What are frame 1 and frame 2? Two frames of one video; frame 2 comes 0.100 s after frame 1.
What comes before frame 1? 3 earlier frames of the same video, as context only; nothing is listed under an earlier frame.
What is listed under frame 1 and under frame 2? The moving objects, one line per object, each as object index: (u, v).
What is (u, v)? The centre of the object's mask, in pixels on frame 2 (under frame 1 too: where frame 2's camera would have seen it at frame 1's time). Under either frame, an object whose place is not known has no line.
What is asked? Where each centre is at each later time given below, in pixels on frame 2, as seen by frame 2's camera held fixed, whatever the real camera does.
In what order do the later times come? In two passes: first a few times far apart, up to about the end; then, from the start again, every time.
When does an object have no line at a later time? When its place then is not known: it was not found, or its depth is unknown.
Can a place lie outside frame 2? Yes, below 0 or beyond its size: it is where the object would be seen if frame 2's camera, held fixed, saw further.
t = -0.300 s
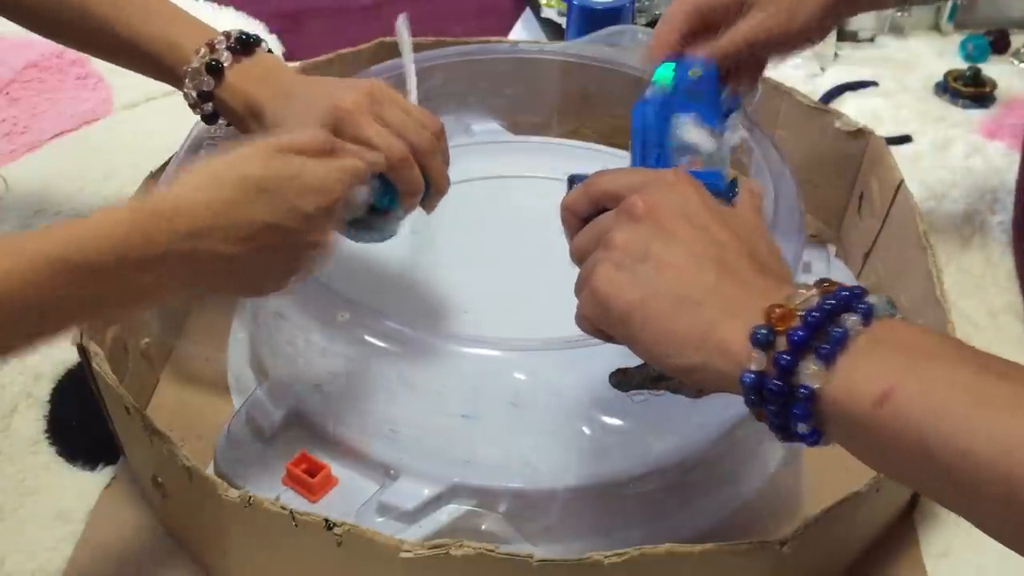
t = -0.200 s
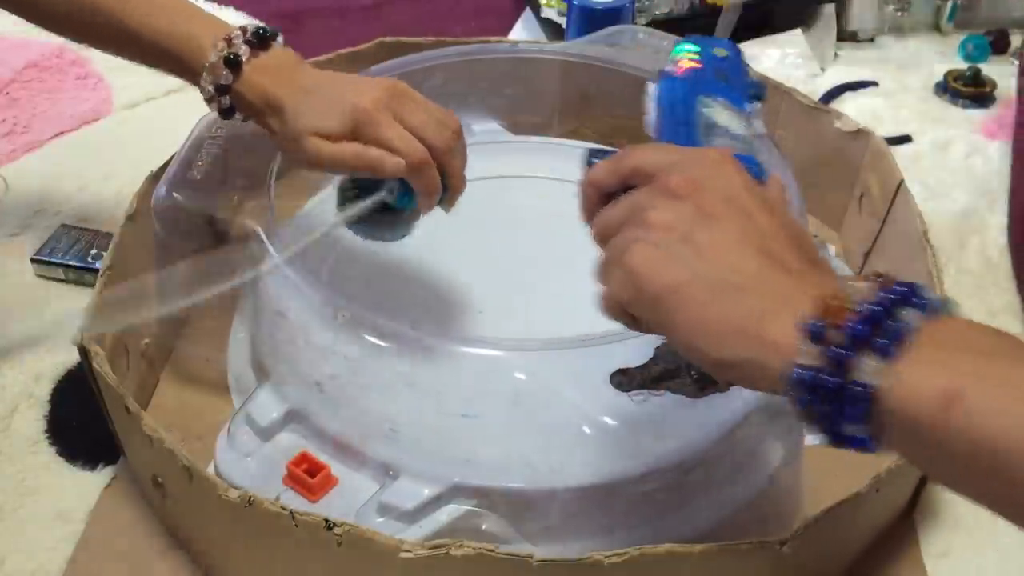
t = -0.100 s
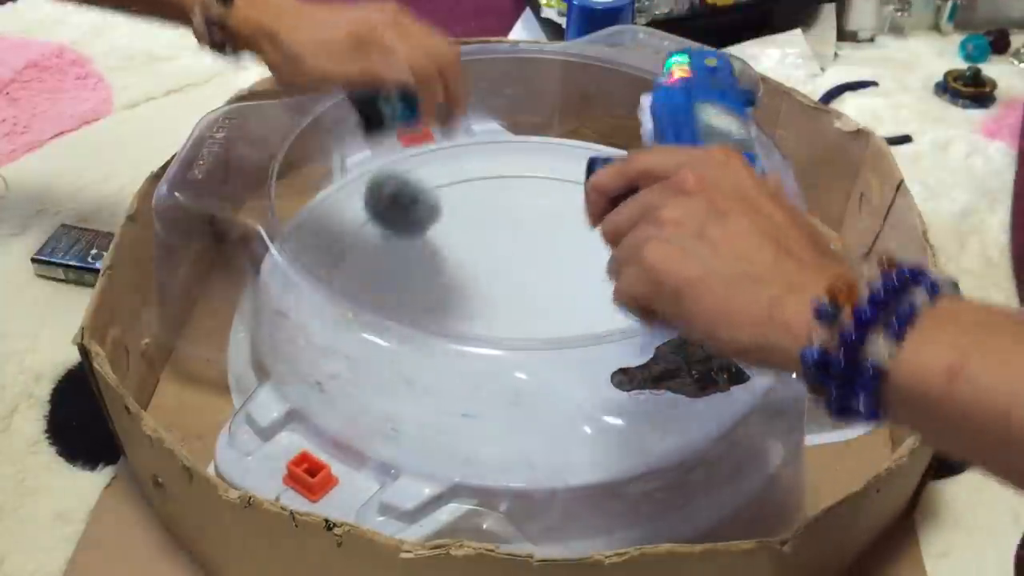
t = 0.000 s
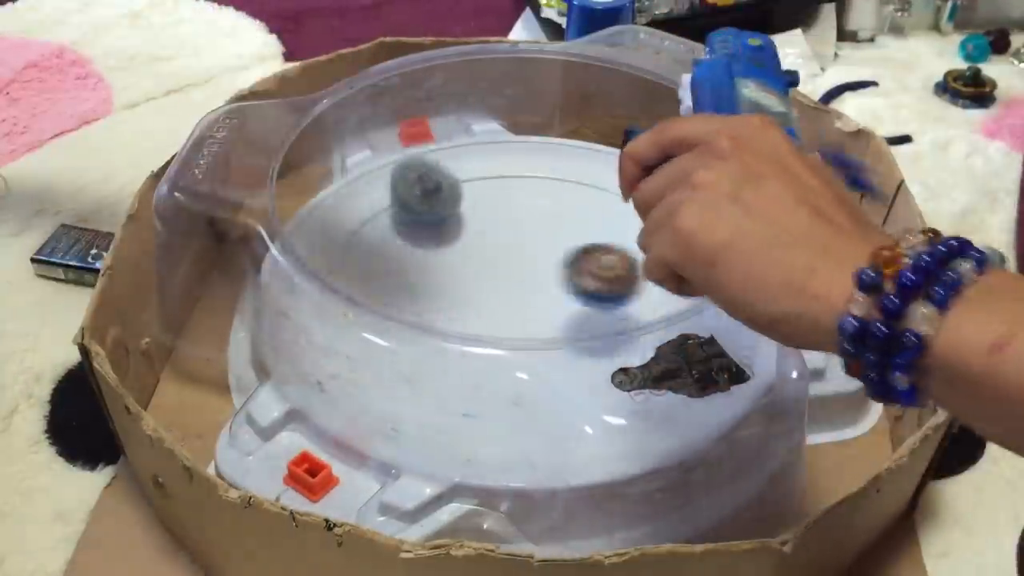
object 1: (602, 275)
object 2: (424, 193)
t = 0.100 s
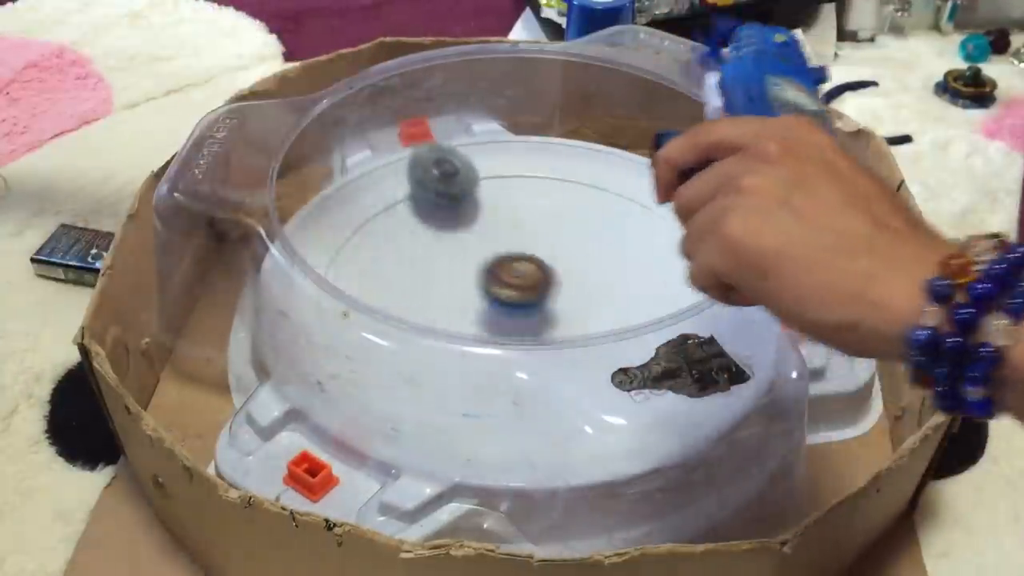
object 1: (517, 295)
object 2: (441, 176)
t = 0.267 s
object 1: (418, 274)
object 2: (461, 196)
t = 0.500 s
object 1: (454, 264)
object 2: (471, 170)
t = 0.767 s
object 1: (532, 279)
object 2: (501, 173)
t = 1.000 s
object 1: (557, 306)
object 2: (537, 169)
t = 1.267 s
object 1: (532, 336)
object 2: (609, 202)
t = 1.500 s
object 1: (504, 326)
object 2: (657, 203)
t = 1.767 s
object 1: (517, 301)
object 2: (664, 262)
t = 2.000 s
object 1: (547, 300)
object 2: (685, 283)
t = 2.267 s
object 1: (532, 307)
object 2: (644, 307)
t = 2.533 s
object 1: (478, 285)
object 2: (644, 317)
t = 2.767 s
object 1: (534, 262)
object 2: (541, 354)
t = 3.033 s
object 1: (570, 304)
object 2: (582, 387)
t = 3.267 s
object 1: (487, 282)
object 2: (595, 351)
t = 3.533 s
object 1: (507, 257)
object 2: (469, 347)
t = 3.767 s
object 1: (530, 274)
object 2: (490, 380)
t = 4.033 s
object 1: (507, 235)
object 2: (525, 367)
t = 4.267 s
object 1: (539, 245)
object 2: (539, 327)
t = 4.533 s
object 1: (538, 282)
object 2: (453, 337)
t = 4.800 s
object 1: (493, 283)
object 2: (513, 347)
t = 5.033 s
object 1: (458, 255)
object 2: (578, 312)
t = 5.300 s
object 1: (420, 195)
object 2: (694, 279)
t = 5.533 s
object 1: (506, 247)
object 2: (594, 278)
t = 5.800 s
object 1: (505, 285)
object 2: (615, 356)
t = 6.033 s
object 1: (495, 301)
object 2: (642, 330)
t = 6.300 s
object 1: (448, 300)
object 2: (535, 320)
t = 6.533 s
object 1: (462, 299)
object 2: (511, 354)
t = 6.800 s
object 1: (443, 247)
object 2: (608, 354)
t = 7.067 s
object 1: (526, 256)
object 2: (604, 283)
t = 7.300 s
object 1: (479, 263)
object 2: (582, 300)
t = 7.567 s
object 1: (495, 275)
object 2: (591, 309)
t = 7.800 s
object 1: (500, 275)
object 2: (542, 320)
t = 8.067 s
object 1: (505, 286)
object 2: (551, 320)
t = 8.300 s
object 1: (472, 244)
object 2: (615, 347)
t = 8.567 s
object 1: (497, 257)
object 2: (584, 306)
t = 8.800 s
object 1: (490, 252)
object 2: (516, 326)
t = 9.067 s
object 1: (509, 268)
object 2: (552, 355)
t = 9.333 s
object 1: (501, 263)
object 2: (536, 334)
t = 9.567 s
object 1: (509, 276)
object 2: (547, 316)
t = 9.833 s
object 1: (477, 230)
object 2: (627, 340)
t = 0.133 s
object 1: (489, 294)
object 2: (447, 176)
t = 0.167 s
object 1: (467, 287)
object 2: (451, 184)
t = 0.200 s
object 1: (446, 284)
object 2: (455, 184)
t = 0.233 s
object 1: (430, 278)
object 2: (457, 193)
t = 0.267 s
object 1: (418, 274)
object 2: (461, 196)
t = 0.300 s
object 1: (412, 271)
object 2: (462, 196)
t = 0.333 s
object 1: (411, 269)
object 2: (463, 196)
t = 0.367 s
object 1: (415, 267)
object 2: (463, 195)
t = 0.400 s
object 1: (422, 266)
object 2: (464, 192)
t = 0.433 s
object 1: (431, 265)
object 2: (469, 185)
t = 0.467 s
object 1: (442, 264)
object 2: (470, 178)
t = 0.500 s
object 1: (454, 264)
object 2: (471, 170)
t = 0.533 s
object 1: (465, 264)
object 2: (471, 164)
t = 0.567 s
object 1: (476, 264)
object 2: (472, 172)
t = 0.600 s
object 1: (487, 265)
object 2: (473, 177)
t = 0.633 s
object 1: (497, 267)
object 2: (475, 181)
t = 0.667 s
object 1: (507, 269)
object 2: (480, 182)
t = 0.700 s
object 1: (516, 272)
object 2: (487, 179)
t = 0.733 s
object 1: (524, 275)
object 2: (494, 176)
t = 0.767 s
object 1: (532, 279)
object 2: (501, 173)
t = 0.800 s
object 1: (539, 283)
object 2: (507, 169)
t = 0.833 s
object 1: (544, 288)
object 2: (511, 167)
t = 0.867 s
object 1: (549, 293)
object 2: (516, 164)
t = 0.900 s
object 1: (553, 297)
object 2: (521, 164)
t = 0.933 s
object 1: (555, 300)
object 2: (527, 165)
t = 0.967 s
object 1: (557, 303)
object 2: (531, 167)
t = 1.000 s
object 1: (557, 306)
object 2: (537, 169)
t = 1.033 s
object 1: (556, 308)
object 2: (542, 173)
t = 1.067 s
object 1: (554, 322)
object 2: (550, 177)
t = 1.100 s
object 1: (552, 325)
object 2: (558, 181)
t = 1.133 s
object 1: (549, 329)
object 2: (566, 187)
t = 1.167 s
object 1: (545, 332)
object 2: (577, 191)
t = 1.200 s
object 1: (540, 334)
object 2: (587, 195)
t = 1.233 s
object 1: (536, 335)
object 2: (599, 199)
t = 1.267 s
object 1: (532, 336)
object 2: (609, 202)
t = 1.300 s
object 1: (526, 337)
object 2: (620, 202)
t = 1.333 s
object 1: (521, 336)
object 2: (631, 204)
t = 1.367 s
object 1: (517, 335)
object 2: (640, 202)
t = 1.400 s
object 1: (513, 334)
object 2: (648, 203)
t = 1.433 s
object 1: (509, 331)
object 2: (653, 202)
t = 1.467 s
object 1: (507, 329)
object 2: (655, 202)
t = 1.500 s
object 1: (504, 326)
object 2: (657, 203)
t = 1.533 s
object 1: (503, 323)
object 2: (658, 207)
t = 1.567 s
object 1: (503, 320)
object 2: (655, 210)
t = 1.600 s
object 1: (503, 316)
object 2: (653, 217)
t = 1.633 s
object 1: (505, 312)
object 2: (653, 225)
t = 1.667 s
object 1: (507, 310)
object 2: (654, 235)
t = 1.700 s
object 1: (510, 304)
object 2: (657, 244)
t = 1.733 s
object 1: (512, 306)
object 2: (660, 253)
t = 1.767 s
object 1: (517, 301)
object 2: (664, 262)
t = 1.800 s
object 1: (521, 303)
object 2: (667, 270)
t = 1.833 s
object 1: (525, 302)
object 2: (671, 276)
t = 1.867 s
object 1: (530, 299)
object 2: (674, 279)
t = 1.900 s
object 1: (535, 299)
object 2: (677, 283)
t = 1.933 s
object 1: (539, 299)
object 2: (680, 285)
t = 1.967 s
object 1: (543, 299)
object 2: (683, 283)
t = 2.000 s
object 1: (547, 300)
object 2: (685, 283)
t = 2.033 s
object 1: (550, 301)
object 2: (685, 284)
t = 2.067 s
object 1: (553, 302)
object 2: (682, 286)
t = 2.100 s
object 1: (555, 303)
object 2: (678, 285)
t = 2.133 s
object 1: (556, 304)
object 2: (671, 288)
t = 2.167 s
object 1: (556, 305)
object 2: (660, 293)
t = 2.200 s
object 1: (555, 306)
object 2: (647, 297)
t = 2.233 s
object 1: (550, 306)
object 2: (638, 304)
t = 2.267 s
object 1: (532, 307)
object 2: (644, 307)
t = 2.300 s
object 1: (516, 308)
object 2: (652, 314)
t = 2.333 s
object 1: (502, 306)
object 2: (658, 314)
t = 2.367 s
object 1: (492, 304)
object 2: (661, 314)
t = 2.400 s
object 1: (485, 301)
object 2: (663, 314)
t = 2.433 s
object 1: (480, 298)
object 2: (662, 314)
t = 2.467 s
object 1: (477, 295)
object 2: (659, 314)
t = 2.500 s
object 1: (476, 290)
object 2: (653, 315)
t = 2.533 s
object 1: (478, 285)
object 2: (644, 317)
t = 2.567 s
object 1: (482, 279)
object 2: (633, 313)
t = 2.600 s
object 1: (487, 274)
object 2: (621, 324)
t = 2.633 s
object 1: (494, 270)
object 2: (604, 319)
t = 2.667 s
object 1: (503, 266)
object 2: (587, 322)
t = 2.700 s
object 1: (513, 263)
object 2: (571, 325)
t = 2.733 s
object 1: (523, 262)
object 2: (555, 330)
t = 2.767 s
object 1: (534, 262)
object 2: (541, 354)
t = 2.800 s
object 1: (545, 264)
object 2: (530, 366)
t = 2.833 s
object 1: (554, 268)
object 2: (524, 379)
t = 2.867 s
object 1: (562, 273)
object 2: (525, 388)
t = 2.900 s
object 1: (569, 279)
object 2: (533, 395)
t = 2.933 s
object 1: (573, 286)
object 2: (544, 388)
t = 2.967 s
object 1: (575, 293)
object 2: (560, 397)
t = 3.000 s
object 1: (573, 298)
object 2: (574, 395)
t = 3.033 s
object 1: (570, 304)
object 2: (582, 387)
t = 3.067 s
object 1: (563, 308)
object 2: (590, 376)
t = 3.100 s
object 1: (554, 310)
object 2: (590, 368)
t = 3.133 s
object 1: (538, 305)
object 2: (594, 361)
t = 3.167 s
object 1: (521, 301)
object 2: (598, 360)
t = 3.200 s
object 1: (506, 295)
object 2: (600, 356)
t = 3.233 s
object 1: (495, 288)
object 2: (599, 357)
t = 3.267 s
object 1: (487, 282)
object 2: (595, 351)
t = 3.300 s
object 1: (483, 277)
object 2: (585, 347)
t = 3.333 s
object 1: (482, 273)
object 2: (572, 344)
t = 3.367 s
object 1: (483, 269)
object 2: (556, 342)
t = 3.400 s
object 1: (486, 265)
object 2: (538, 331)
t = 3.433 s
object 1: (491, 261)
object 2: (524, 329)
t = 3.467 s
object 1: (496, 259)
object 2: (504, 342)
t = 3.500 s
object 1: (501, 258)
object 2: (484, 344)
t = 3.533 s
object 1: (507, 257)
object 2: (469, 347)
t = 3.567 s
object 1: (513, 257)
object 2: (456, 354)
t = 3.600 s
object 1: (518, 259)
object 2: (450, 361)
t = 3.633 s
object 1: (523, 261)
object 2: (449, 368)
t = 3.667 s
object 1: (527, 264)
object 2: (453, 378)
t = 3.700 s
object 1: (529, 267)
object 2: (463, 382)
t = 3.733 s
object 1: (530, 271)
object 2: (476, 382)
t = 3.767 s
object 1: (530, 274)
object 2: (490, 380)
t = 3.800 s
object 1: (529, 278)
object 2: (503, 372)
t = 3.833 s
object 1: (527, 280)
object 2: (511, 363)
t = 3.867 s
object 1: (524, 279)
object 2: (515, 351)
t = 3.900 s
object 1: (520, 277)
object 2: (515, 339)
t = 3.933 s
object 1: (516, 269)
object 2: (512, 347)
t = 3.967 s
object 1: (511, 256)
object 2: (512, 356)
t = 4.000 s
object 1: (508, 244)
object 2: (517, 363)
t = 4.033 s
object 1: (507, 235)
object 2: (525, 367)
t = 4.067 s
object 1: (507, 229)
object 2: (534, 369)
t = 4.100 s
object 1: (510, 226)
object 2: (543, 367)
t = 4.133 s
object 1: (514, 226)
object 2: (549, 361)
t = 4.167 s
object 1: (520, 229)
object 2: (552, 355)
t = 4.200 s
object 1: (526, 233)
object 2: (552, 344)
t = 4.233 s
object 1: (533, 239)
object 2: (548, 335)
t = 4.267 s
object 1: (539, 245)
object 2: (539, 327)
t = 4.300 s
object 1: (545, 249)
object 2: (530, 318)
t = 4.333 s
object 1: (550, 255)
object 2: (518, 313)
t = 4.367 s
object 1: (551, 260)
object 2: (506, 311)
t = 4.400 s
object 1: (550, 264)
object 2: (491, 314)
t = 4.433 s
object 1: (548, 270)
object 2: (477, 317)
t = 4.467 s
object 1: (546, 274)
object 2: (467, 318)
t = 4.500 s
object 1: (543, 278)
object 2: (457, 331)
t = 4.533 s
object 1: (538, 282)
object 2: (453, 337)
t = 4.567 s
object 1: (534, 285)
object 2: (448, 334)
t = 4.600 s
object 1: (528, 288)
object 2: (454, 349)
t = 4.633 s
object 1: (523, 290)
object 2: (459, 353)
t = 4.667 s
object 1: (518, 291)
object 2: (467, 354)
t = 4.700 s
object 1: (513, 290)
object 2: (480, 355)
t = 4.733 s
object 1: (507, 289)
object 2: (492, 354)
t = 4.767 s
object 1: (501, 296)
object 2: (502, 349)
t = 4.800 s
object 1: (493, 283)
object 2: (513, 347)
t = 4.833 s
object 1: (486, 281)
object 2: (525, 348)
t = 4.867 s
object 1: (482, 278)
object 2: (537, 345)
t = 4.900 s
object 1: (480, 275)
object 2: (546, 337)
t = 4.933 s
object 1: (480, 274)
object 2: (549, 318)
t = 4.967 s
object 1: (480, 273)
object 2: (548, 313)
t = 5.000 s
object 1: (482, 272)
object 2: (547, 306)
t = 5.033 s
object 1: (458, 255)
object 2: (578, 312)
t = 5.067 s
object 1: (436, 237)
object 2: (605, 324)
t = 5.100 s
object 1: (419, 223)
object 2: (625, 325)
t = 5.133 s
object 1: (406, 211)
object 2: (643, 322)
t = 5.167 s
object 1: (400, 202)
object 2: (665, 315)
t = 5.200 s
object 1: (399, 197)
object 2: (691, 308)
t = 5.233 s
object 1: (403, 194)
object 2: (710, 302)
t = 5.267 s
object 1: (410, 193)
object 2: (709, 292)
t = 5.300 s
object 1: (420, 195)
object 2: (694, 279)
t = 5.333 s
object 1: (431, 198)
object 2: (681, 270)
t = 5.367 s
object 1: (445, 204)
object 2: (670, 265)
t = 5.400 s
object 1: (458, 211)
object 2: (658, 262)
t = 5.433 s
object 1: (471, 218)
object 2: (646, 261)
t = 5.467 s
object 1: (484, 227)
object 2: (630, 264)
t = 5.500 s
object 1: (496, 236)
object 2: (614, 269)
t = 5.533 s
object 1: (506, 247)
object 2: (594, 278)
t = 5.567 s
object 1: (513, 256)
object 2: (577, 289)
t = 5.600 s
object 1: (512, 260)
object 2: (570, 303)
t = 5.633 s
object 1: (510, 266)
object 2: (569, 312)
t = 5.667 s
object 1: (509, 272)
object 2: (572, 318)
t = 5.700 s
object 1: (508, 276)
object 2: (581, 349)
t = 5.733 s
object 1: (507, 279)
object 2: (590, 357)
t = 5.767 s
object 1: (506, 283)
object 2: (603, 361)
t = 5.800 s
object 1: (505, 285)
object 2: (615, 356)
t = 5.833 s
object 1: (505, 287)
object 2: (629, 353)
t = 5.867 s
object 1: (503, 289)
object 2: (639, 350)
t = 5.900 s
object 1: (502, 291)
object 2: (649, 344)
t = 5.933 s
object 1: (500, 294)
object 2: (661, 338)
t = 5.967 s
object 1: (498, 297)
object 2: (664, 334)
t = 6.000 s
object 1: (497, 299)
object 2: (654, 330)
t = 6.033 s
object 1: (495, 301)
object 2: (642, 330)
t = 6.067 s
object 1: (494, 303)
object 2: (629, 329)
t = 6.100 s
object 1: (492, 304)
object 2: (609, 330)
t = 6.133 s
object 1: (490, 306)
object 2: (584, 320)
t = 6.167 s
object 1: (484, 306)
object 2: (567, 319)
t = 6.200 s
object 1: (468, 304)
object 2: (563, 314)
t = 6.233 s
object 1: (457, 302)
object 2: (556, 316)
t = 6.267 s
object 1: (450, 301)
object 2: (545, 318)
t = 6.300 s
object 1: (448, 300)
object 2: (535, 320)
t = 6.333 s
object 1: (448, 300)
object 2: (526, 322)
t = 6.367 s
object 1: (449, 299)
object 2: (521, 324)
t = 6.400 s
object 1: (451, 299)
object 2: (522, 337)
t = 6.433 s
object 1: (453, 299)
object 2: (511, 351)
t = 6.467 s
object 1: (456, 298)
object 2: (510, 353)
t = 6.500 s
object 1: (459, 299)
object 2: (510, 354)
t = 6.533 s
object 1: (462, 299)
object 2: (511, 354)
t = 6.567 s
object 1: (466, 298)
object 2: (514, 354)
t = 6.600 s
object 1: (469, 299)
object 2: (515, 351)
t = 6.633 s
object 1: (470, 298)
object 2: (523, 352)
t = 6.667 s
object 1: (459, 287)
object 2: (546, 365)
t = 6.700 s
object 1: (449, 274)
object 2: (565, 372)
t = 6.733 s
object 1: (443, 262)
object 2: (582, 371)
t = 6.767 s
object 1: (441, 253)
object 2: (595, 367)
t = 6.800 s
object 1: (443, 247)
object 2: (608, 354)
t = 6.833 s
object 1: (449, 243)
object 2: (622, 345)
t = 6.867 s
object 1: (460, 241)
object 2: (633, 338)
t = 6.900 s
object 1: (472, 241)
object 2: (640, 330)
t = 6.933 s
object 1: (484, 242)
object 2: (643, 325)
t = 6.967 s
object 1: (496, 245)
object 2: (641, 317)
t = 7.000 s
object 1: (507, 248)
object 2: (633, 298)
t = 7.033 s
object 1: (517, 252)
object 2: (621, 292)
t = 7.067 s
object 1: (526, 256)
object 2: (604, 283)
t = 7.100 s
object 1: (525, 257)
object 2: (593, 279)
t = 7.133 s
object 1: (519, 257)
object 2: (591, 279)
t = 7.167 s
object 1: (514, 258)
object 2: (584, 279)
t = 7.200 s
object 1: (503, 258)
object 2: (583, 284)
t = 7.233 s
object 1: (492, 258)
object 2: (583, 288)
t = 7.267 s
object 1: (484, 260)
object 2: (583, 292)
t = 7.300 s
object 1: (479, 263)
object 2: (582, 300)
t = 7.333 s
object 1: (477, 265)
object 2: (582, 302)
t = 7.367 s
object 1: (477, 268)
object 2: (584, 306)
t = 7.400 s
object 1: (479, 270)
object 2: (586, 310)
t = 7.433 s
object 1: (483, 272)
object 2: (590, 312)
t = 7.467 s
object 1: (488, 273)
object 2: (594, 311)
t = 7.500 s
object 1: (491, 274)
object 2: (597, 313)
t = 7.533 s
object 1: (494, 274)
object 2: (596, 313)
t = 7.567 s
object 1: (495, 275)
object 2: (591, 309)
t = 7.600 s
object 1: (498, 276)
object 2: (586, 309)
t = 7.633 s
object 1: (499, 277)
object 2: (578, 309)
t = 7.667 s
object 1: (500, 277)
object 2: (568, 310)
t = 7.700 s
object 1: (500, 276)
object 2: (558, 310)
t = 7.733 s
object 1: (499, 275)
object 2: (551, 313)
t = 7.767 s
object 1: (499, 274)
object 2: (544, 318)
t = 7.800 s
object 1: (500, 275)
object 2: (542, 320)
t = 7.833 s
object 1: (500, 276)
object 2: (540, 323)
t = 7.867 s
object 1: (501, 277)
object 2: (539, 325)
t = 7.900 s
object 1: (503, 280)
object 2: (540, 328)
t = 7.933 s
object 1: (503, 281)
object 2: (545, 328)
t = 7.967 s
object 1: (504, 283)
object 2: (549, 328)
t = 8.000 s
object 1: (505, 284)
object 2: (554, 326)
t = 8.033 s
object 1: (505, 285)
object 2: (557, 324)
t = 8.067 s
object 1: (505, 286)
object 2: (551, 320)
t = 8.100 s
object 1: (502, 283)
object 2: (549, 318)
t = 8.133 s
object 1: (492, 272)
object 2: (558, 323)
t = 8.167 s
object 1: (482, 260)
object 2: (570, 327)
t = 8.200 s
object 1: (475, 251)
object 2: (578, 356)
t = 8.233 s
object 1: (471, 246)
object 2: (590, 356)
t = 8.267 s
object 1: (471, 244)
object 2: (605, 349)
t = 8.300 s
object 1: (472, 244)
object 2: (615, 347)
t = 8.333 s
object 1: (475, 245)
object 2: (623, 344)
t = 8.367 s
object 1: (478, 247)
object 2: (631, 340)
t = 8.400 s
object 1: (481, 248)
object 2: (634, 336)
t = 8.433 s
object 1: (485, 250)
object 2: (634, 332)
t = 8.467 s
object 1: (488, 252)
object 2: (628, 329)
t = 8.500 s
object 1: (491, 253)
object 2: (619, 324)
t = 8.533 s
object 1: (494, 255)
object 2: (602, 307)
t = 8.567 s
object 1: (497, 257)
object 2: (584, 306)
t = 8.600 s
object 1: (500, 259)
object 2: (564, 306)
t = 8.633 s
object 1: (500, 258)
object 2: (547, 306)
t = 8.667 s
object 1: (497, 254)
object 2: (539, 308)
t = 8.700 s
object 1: (493, 252)
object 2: (530, 313)
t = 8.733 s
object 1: (489, 251)
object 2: (524, 317)
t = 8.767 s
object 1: (489, 251)
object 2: (518, 322)
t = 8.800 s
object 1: (490, 252)
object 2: (516, 326)
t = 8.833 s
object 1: (493, 254)
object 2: (517, 329)
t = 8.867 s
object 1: (495, 255)
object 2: (518, 359)
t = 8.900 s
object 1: (498, 257)
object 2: (522, 366)
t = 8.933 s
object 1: (500, 259)
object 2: (528, 369)
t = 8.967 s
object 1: (503, 261)
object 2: (538, 372)
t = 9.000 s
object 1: (505, 263)
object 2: (546, 368)
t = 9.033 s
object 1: (507, 266)
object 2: (552, 361)
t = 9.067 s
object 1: (509, 268)
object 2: (552, 355)
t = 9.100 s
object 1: (510, 270)
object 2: (552, 347)
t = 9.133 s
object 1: (511, 270)
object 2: (548, 339)
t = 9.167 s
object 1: (511, 268)
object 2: (539, 321)
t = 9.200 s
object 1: (510, 265)
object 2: (534, 313)
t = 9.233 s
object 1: (507, 262)
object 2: (532, 316)
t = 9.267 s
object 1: (504, 261)
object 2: (531, 318)
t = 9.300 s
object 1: (502, 261)
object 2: (531, 322)
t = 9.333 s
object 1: (501, 263)
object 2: (536, 334)
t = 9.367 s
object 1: (503, 266)
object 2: (537, 324)
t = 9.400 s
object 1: (504, 270)
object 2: (541, 337)
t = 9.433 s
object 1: (506, 273)
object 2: (544, 336)
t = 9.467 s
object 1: (508, 275)
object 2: (548, 323)
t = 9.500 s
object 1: (508, 276)
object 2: (550, 322)
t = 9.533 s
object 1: (509, 276)
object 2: (550, 321)
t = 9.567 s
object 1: (509, 276)
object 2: (547, 316)
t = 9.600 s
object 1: (504, 271)
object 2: (559, 324)
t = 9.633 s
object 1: (492, 257)
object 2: (572, 339)
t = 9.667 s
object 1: (484, 245)
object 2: (584, 348)
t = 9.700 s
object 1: (477, 237)
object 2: (593, 350)
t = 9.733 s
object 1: (474, 232)
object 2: (603, 350)
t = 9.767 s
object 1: (473, 229)
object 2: (613, 346)
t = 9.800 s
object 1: (475, 229)
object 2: (621, 343)
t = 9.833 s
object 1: (477, 230)
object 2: (627, 340)
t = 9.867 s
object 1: (480, 233)
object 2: (630, 337)
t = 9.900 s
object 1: (484, 235)
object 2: (630, 333)
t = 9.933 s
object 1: (488, 238)
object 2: (626, 331)
